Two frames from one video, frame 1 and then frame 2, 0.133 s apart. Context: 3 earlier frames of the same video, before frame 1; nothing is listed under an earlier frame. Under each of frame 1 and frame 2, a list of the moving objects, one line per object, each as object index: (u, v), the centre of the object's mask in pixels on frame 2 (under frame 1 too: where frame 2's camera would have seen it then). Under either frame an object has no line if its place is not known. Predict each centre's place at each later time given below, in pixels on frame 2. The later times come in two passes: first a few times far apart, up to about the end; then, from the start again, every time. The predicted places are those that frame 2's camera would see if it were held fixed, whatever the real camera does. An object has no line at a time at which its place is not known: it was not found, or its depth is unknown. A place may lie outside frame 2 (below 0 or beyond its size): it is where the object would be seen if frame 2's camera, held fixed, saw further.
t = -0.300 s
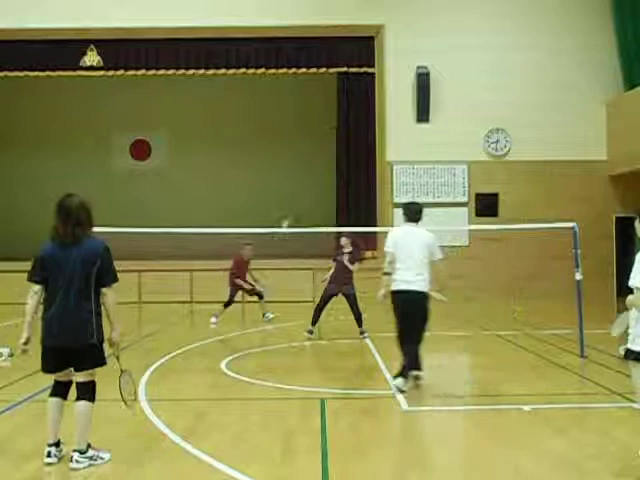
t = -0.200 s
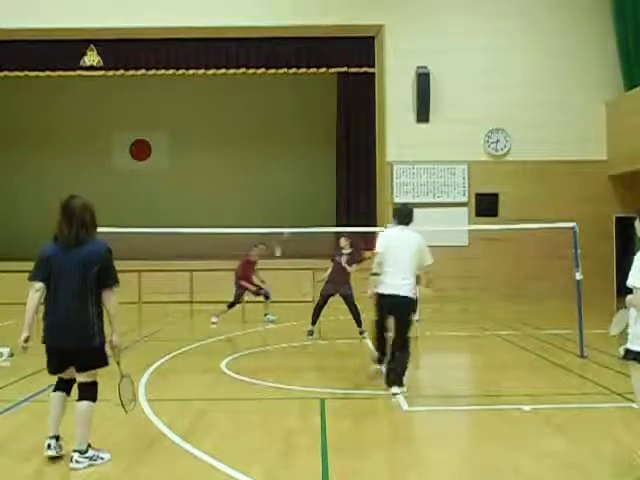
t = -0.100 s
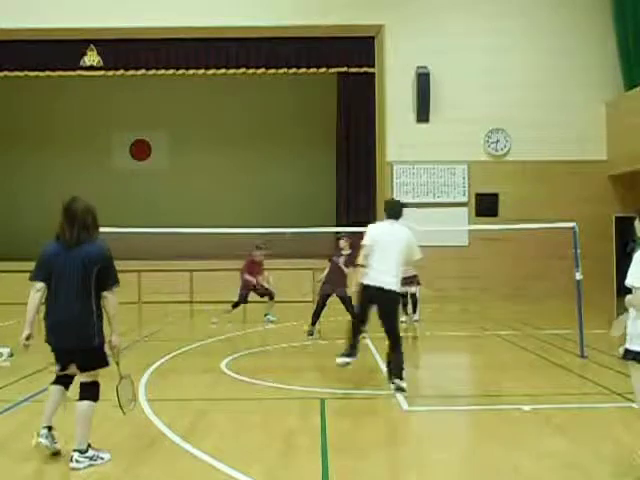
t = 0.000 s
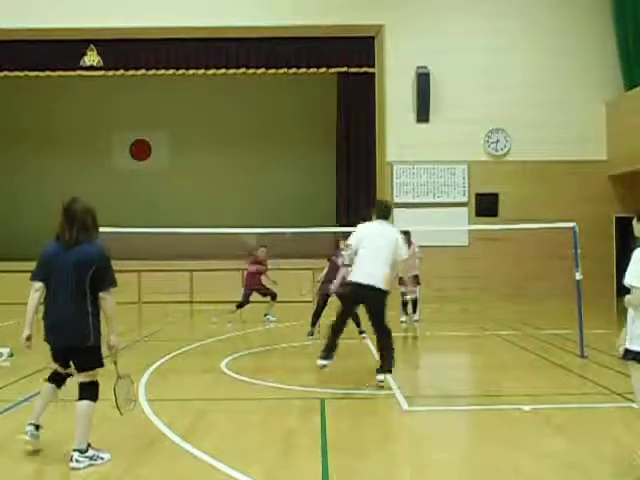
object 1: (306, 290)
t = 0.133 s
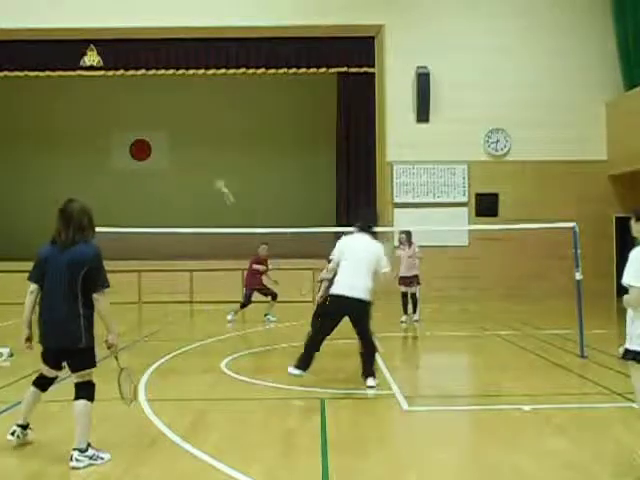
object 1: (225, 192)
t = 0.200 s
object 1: (211, 167)
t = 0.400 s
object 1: (174, 136)
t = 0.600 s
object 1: (140, 139)
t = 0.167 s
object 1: (214, 176)
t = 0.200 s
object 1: (211, 167)
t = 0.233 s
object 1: (204, 161)
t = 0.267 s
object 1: (199, 154)
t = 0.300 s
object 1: (193, 148)
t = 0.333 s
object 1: (187, 143)
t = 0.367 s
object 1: (180, 139)
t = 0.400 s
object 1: (174, 136)
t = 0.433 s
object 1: (168, 135)
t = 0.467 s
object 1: (163, 134)
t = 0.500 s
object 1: (158, 133)
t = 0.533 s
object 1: (151, 134)
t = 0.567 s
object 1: (146, 136)
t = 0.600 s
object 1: (140, 139)
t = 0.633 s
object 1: (135, 143)
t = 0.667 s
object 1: (129, 148)
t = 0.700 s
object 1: (121, 153)
